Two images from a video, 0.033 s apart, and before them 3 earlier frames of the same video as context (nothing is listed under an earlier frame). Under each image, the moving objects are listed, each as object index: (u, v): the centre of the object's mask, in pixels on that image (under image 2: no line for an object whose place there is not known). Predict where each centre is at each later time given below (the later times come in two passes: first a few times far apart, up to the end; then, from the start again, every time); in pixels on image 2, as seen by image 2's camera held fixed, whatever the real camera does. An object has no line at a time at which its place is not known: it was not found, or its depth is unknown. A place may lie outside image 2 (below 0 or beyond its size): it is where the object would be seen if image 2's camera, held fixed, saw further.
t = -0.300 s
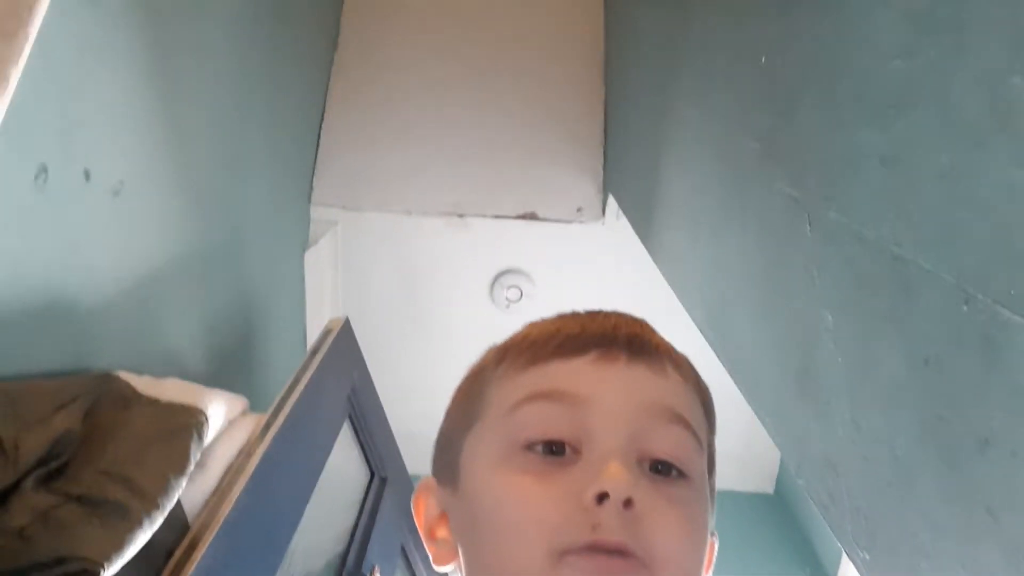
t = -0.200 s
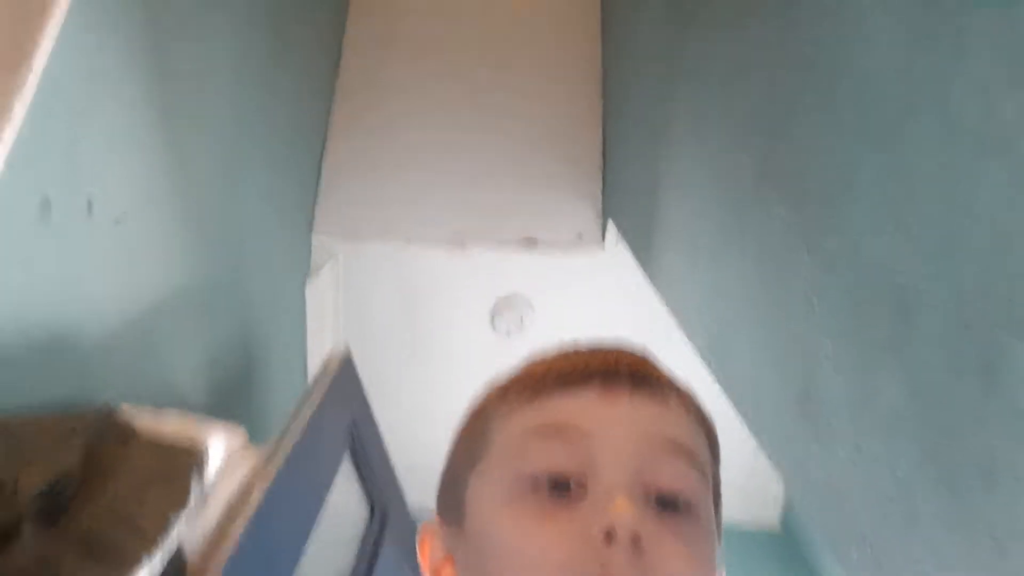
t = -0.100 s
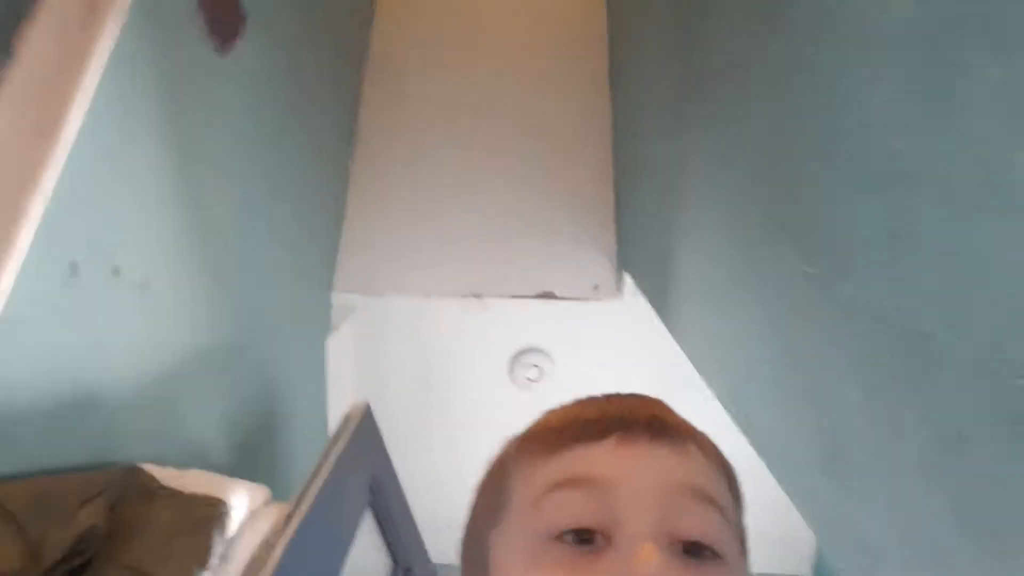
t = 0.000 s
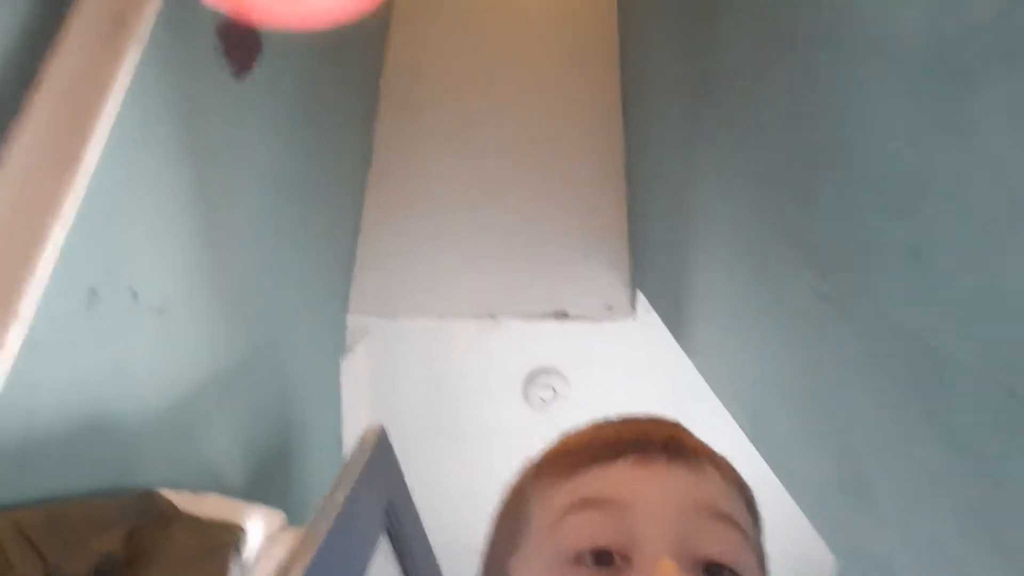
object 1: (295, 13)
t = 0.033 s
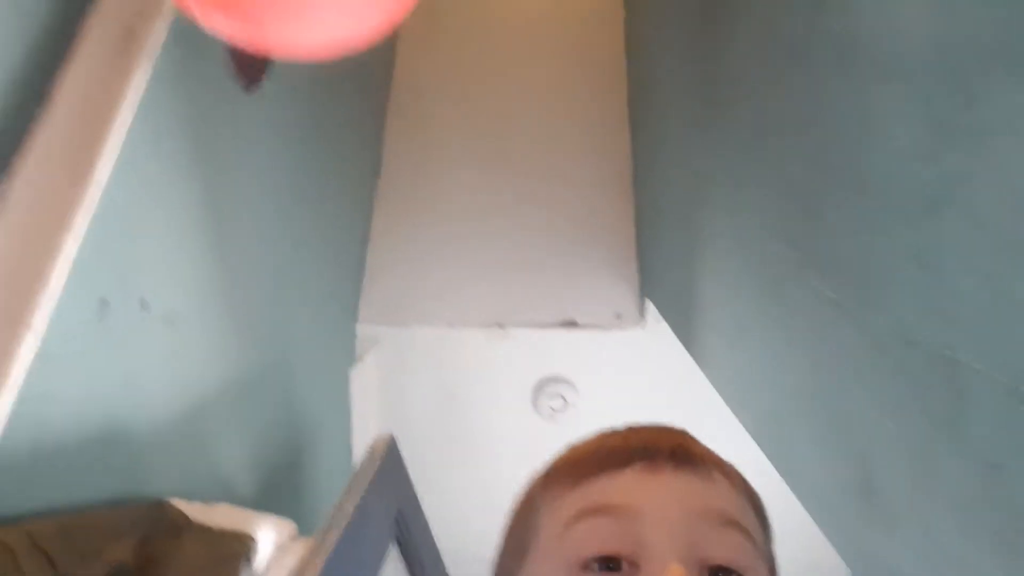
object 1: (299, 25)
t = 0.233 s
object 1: (257, 51)
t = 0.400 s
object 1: (211, 106)
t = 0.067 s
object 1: (292, 26)
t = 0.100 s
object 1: (285, 28)
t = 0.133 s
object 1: (278, 33)
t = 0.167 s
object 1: (272, 39)
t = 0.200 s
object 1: (265, 44)
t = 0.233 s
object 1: (257, 51)
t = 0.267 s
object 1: (250, 60)
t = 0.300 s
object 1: (240, 70)
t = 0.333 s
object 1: (231, 81)
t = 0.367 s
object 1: (220, 93)
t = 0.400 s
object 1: (211, 106)
